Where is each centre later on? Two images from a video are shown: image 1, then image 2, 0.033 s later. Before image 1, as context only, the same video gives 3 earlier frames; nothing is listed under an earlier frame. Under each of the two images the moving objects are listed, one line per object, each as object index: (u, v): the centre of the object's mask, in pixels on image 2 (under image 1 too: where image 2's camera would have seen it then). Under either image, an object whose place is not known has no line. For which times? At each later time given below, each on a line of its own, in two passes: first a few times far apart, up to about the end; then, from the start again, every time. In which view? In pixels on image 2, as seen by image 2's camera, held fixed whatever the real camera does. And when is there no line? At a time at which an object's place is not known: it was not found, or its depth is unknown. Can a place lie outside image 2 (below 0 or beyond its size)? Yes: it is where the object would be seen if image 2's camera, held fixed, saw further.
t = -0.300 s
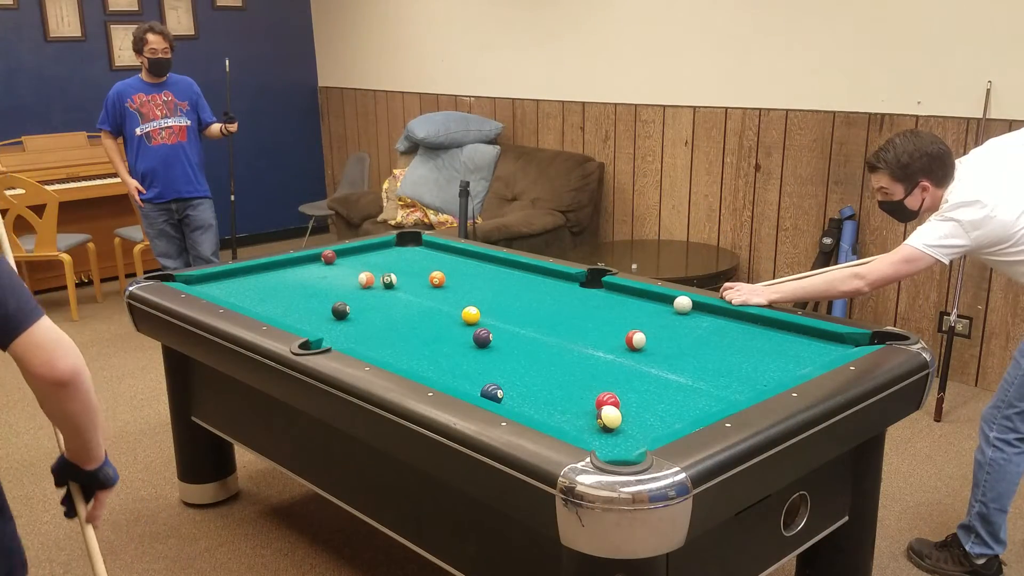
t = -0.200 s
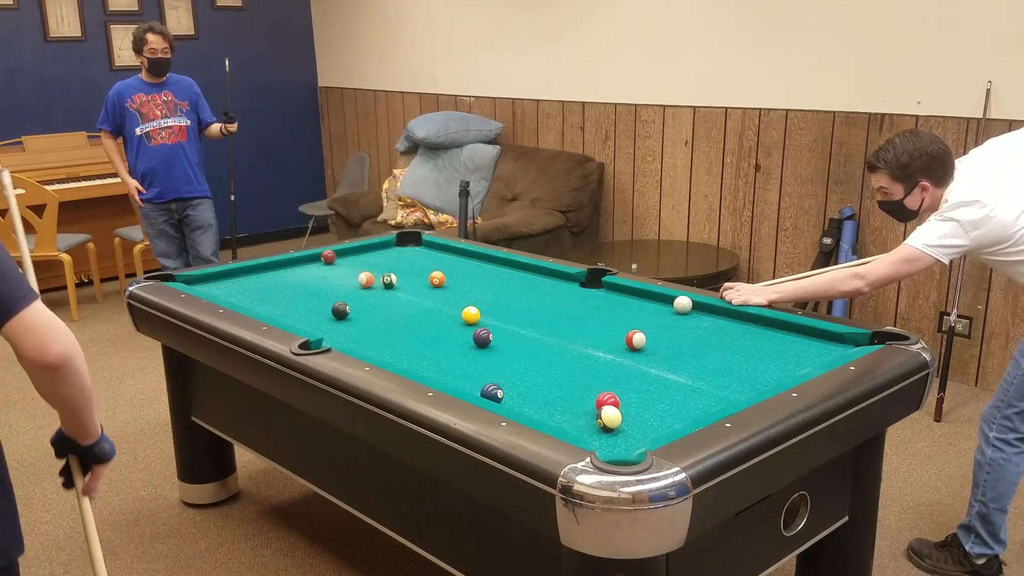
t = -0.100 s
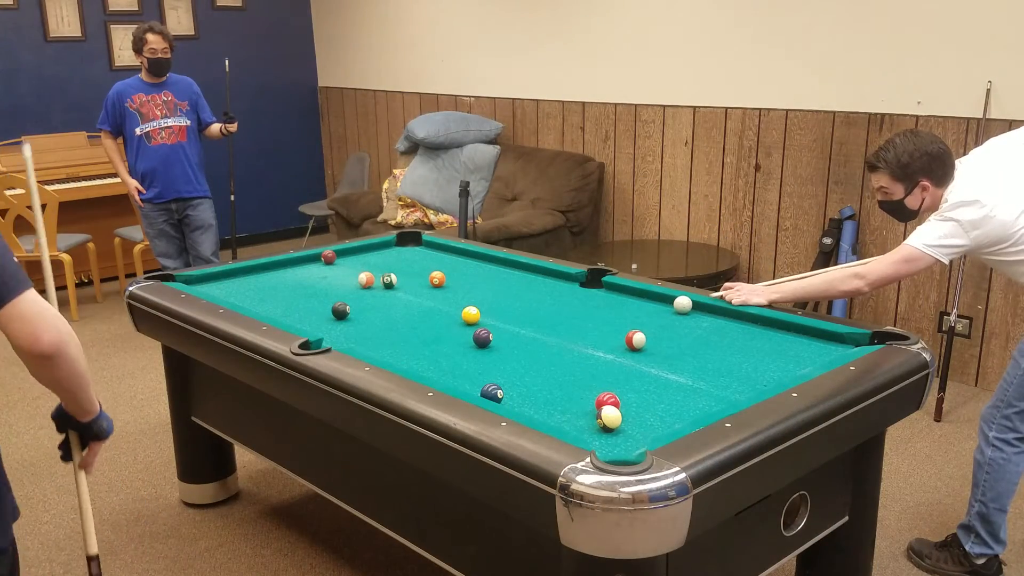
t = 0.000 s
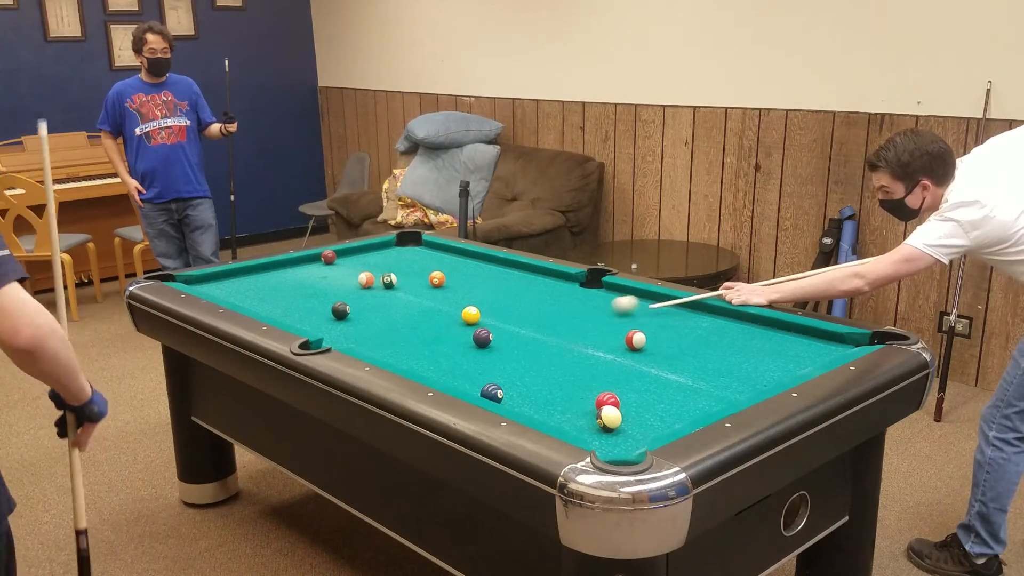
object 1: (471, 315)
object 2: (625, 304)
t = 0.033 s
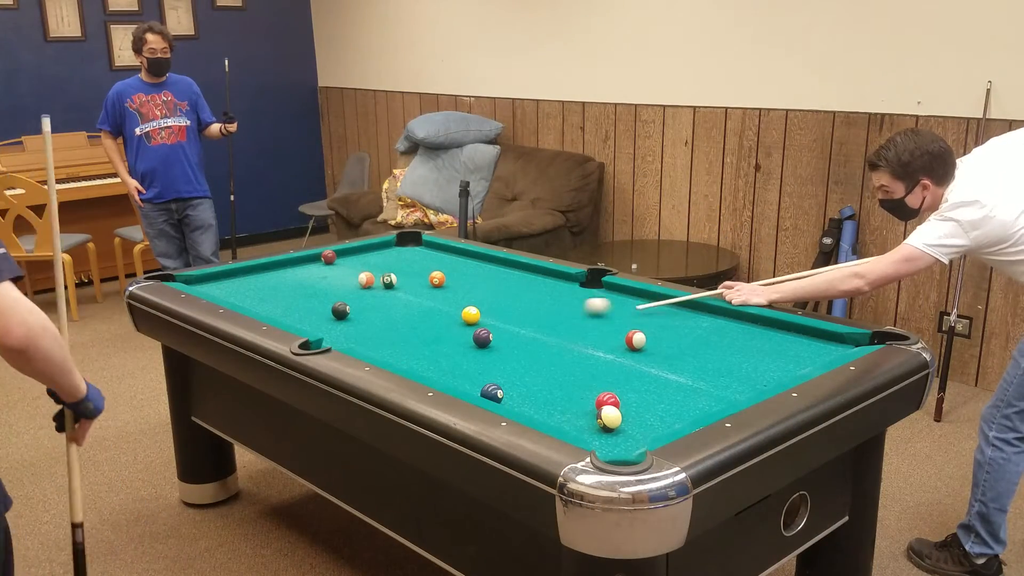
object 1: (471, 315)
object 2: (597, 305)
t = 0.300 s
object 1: (450, 325)
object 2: (406, 304)
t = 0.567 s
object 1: (408, 346)
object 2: (242, 295)
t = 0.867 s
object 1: (408, 353)
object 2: (233, 277)
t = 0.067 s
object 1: (471, 315)
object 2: (570, 307)
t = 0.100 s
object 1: (471, 315)
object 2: (544, 307)
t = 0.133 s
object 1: (471, 315)
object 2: (517, 308)
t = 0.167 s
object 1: (471, 315)
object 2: (492, 309)
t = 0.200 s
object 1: (467, 317)
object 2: (469, 305)
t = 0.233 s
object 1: (461, 320)
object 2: (447, 307)
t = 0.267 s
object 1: (455, 323)
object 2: (427, 305)
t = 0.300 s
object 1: (450, 325)
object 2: (406, 304)
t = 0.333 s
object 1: (444, 328)
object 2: (385, 303)
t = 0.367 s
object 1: (439, 331)
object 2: (364, 301)
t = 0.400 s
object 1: (434, 333)
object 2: (344, 298)
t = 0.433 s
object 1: (429, 336)
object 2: (323, 299)
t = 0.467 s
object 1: (424, 338)
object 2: (302, 298)
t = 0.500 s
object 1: (418, 341)
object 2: (282, 297)
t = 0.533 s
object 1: (413, 344)
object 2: (262, 296)
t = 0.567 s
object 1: (408, 346)
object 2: (242, 295)
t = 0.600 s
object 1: (402, 349)
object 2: (223, 292)
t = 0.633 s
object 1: (397, 352)
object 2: (212, 289)
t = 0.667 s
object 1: (391, 353)
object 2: (212, 287)
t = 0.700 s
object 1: (386, 355)
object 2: (212, 284)
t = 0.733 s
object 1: (389, 355)
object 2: (210, 281)
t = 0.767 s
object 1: (394, 355)
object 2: (209, 278)
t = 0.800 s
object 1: (399, 354)
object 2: (213, 276)
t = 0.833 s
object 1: (403, 354)
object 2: (223, 276)
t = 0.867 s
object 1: (408, 353)
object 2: (233, 277)
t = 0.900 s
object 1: (412, 352)
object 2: (242, 277)
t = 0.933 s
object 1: (417, 351)
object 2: (251, 277)
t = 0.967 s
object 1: (421, 350)
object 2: (260, 278)
